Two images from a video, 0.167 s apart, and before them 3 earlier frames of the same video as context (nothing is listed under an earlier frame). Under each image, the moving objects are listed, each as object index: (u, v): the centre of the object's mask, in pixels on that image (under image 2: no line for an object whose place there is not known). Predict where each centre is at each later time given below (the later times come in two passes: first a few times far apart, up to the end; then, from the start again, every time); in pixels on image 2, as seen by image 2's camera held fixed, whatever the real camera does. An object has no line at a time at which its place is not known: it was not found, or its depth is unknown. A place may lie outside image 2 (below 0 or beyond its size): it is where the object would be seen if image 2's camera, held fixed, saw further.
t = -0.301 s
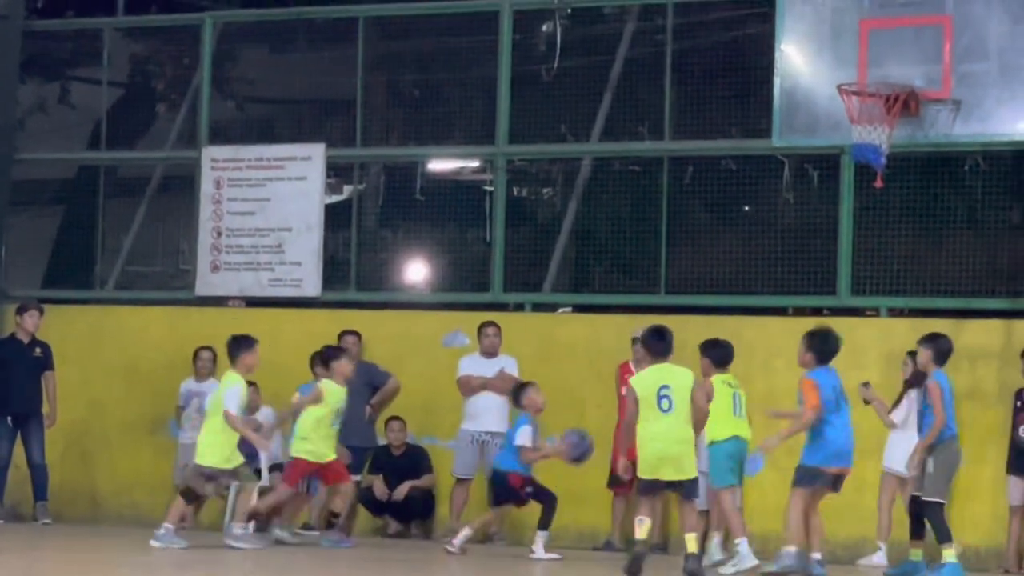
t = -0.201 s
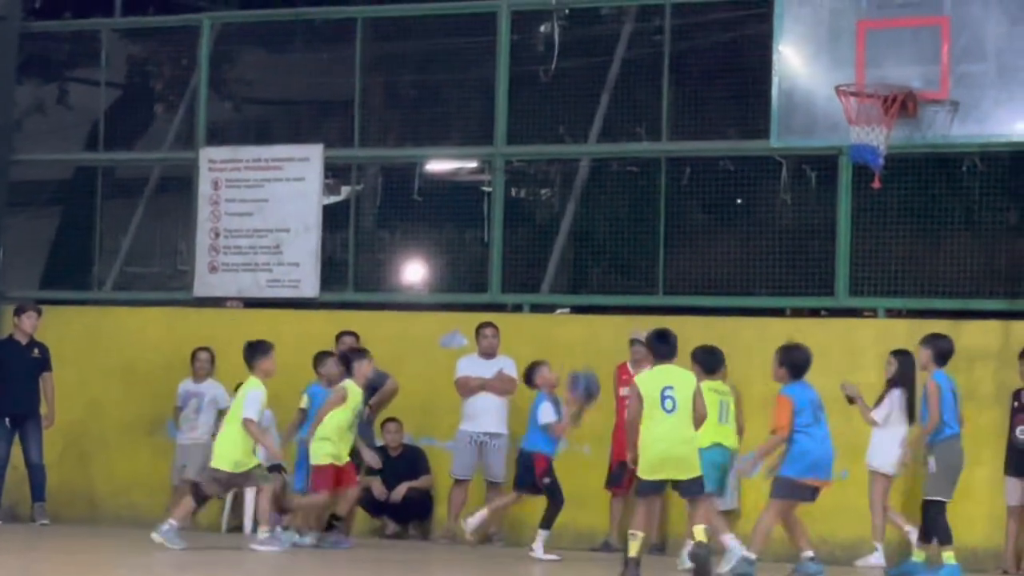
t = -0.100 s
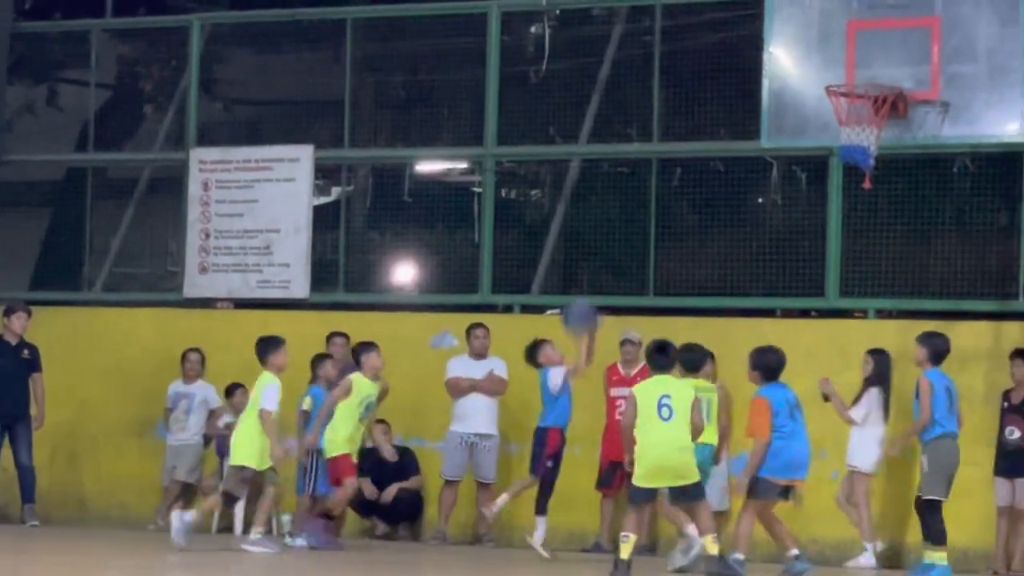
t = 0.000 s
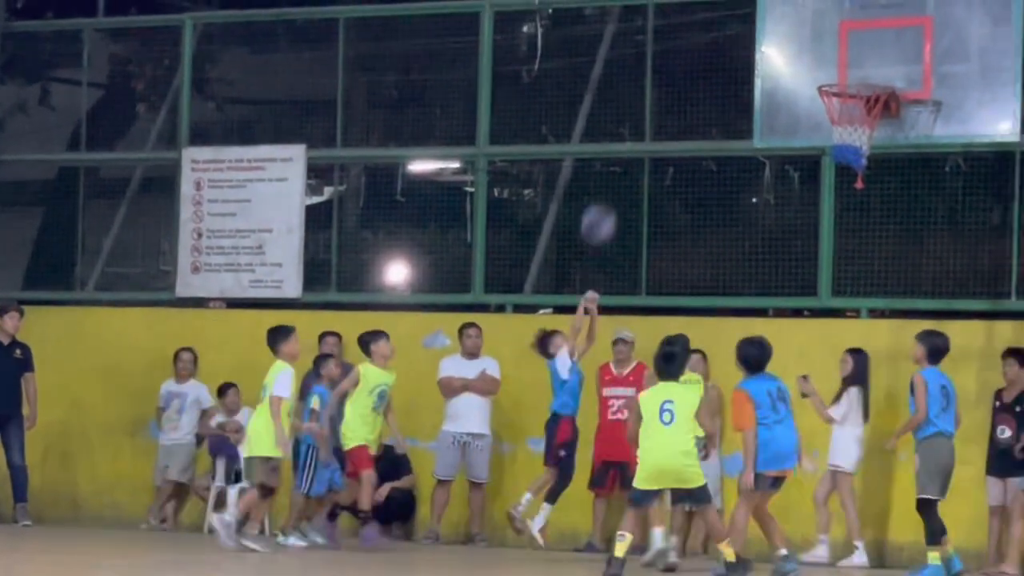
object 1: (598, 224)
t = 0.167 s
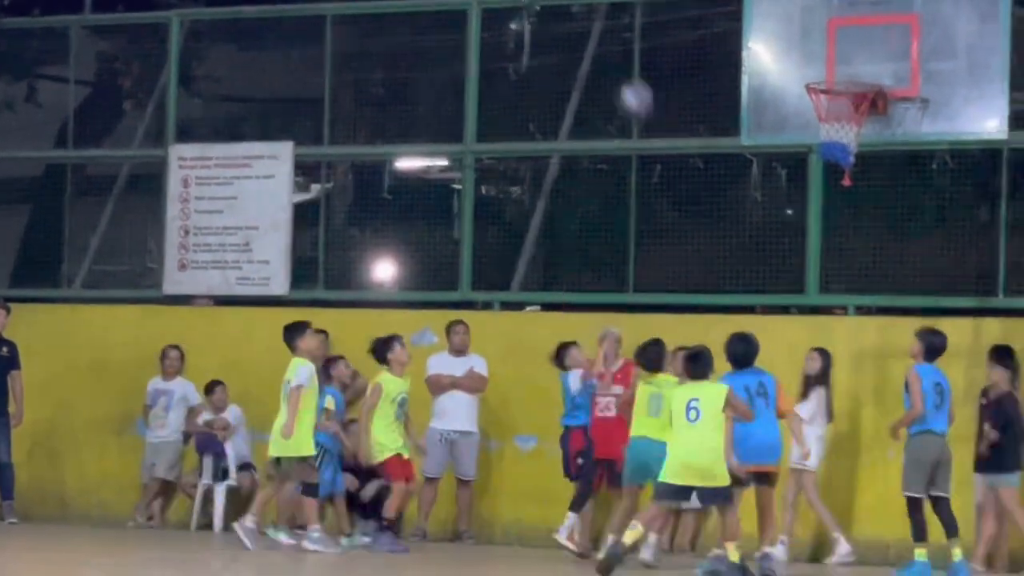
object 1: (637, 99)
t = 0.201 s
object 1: (648, 81)
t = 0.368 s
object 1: (693, 13)
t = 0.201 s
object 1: (648, 81)
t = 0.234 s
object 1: (655, 62)
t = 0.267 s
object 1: (665, 48)
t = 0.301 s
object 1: (674, 34)
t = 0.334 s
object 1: (682, 22)
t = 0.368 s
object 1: (693, 13)
